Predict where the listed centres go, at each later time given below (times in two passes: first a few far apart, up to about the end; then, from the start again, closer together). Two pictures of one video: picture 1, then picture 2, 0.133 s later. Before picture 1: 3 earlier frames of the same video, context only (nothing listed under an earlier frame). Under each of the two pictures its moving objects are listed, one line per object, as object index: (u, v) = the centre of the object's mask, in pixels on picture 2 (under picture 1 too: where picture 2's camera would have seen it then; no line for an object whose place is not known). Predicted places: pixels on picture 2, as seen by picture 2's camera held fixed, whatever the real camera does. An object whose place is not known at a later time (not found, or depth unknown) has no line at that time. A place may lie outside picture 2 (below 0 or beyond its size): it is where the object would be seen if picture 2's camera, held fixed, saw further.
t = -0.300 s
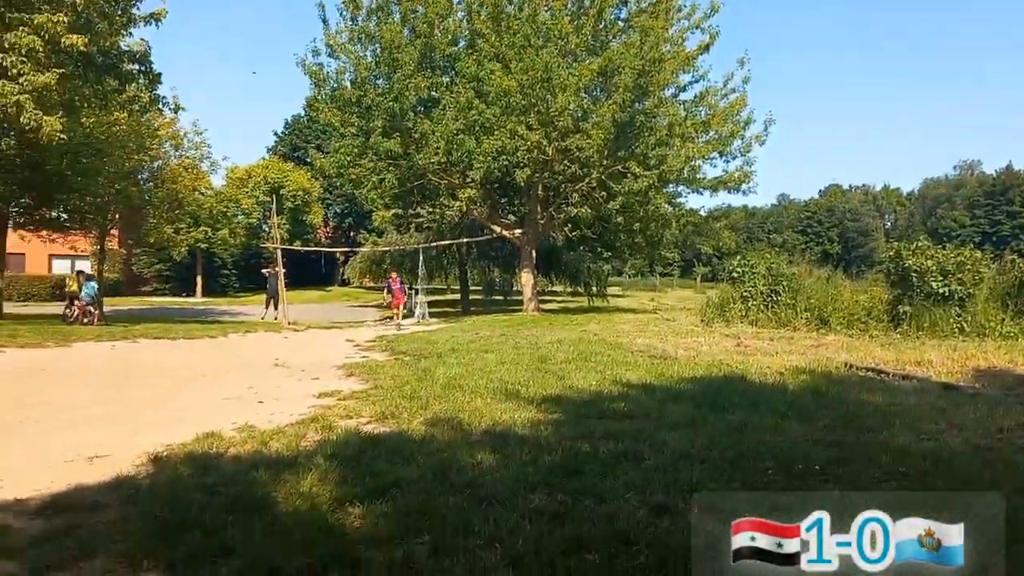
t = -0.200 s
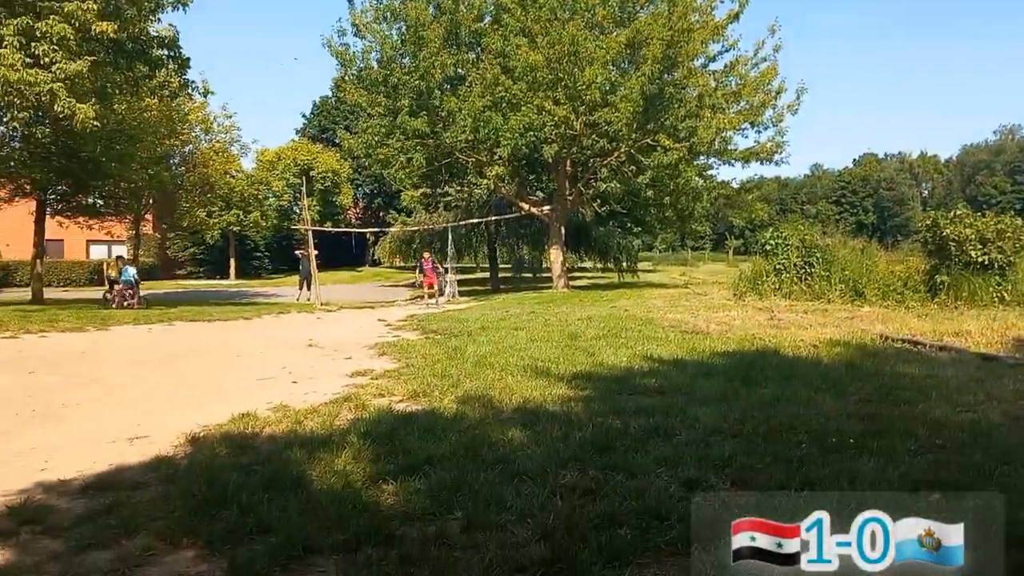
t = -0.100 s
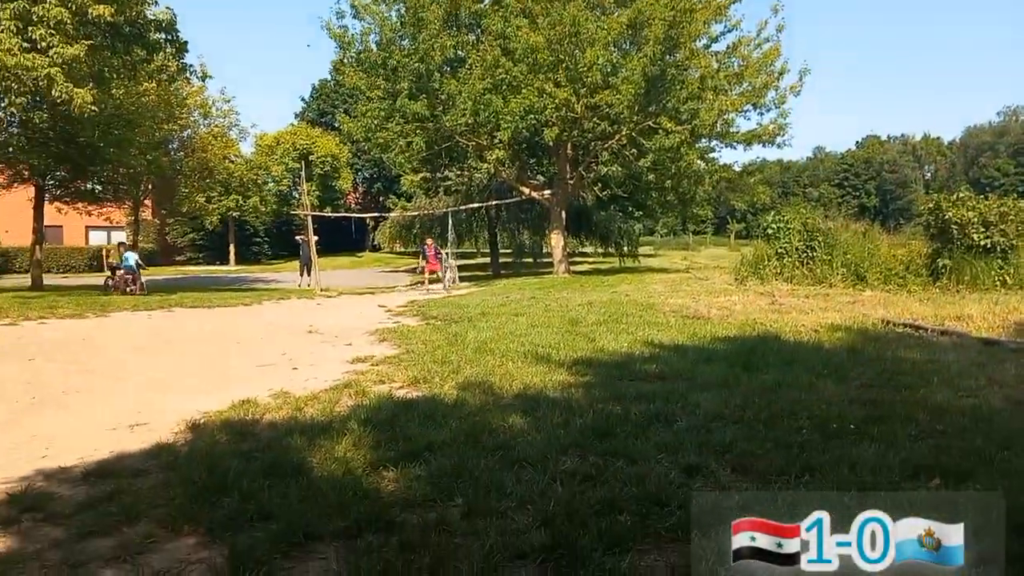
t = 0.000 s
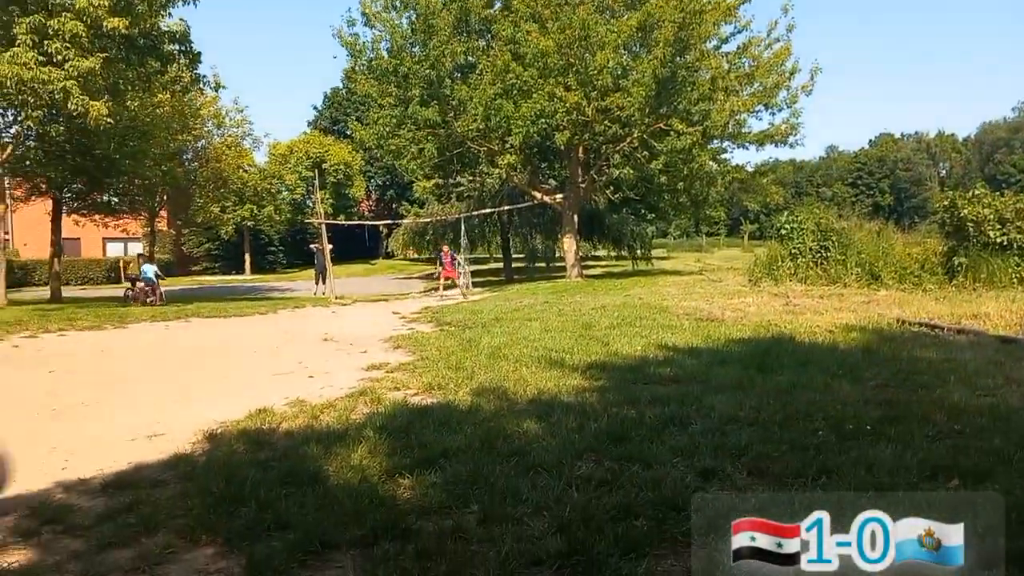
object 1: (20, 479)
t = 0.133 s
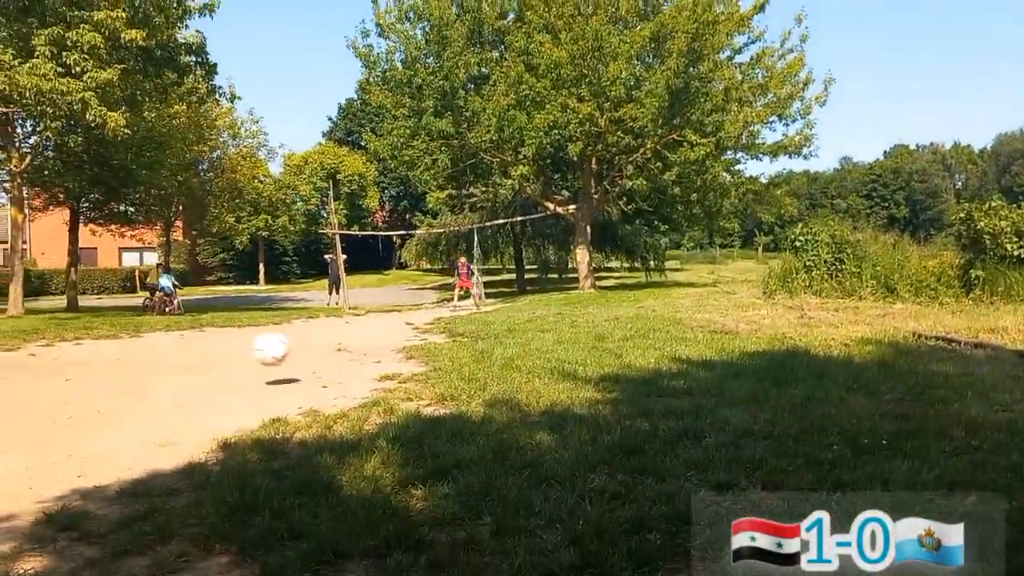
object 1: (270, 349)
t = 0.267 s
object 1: (348, 321)
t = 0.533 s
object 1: (398, 302)
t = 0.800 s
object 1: (410, 302)
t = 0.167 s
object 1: (299, 338)
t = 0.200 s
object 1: (318, 330)
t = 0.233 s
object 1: (335, 325)
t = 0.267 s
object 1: (348, 321)
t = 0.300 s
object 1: (359, 318)
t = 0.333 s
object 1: (368, 316)
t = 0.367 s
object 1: (375, 316)
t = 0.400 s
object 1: (381, 316)
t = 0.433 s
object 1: (387, 316)
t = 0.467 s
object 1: (391, 310)
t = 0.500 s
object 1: (395, 306)
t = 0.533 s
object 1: (398, 302)
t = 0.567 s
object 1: (400, 299)
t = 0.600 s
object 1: (403, 297)
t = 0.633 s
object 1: (405, 296)
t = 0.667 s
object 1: (406, 297)
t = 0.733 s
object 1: (408, 298)
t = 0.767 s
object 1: (409, 299)
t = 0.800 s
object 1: (410, 302)
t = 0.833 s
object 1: (411, 304)
